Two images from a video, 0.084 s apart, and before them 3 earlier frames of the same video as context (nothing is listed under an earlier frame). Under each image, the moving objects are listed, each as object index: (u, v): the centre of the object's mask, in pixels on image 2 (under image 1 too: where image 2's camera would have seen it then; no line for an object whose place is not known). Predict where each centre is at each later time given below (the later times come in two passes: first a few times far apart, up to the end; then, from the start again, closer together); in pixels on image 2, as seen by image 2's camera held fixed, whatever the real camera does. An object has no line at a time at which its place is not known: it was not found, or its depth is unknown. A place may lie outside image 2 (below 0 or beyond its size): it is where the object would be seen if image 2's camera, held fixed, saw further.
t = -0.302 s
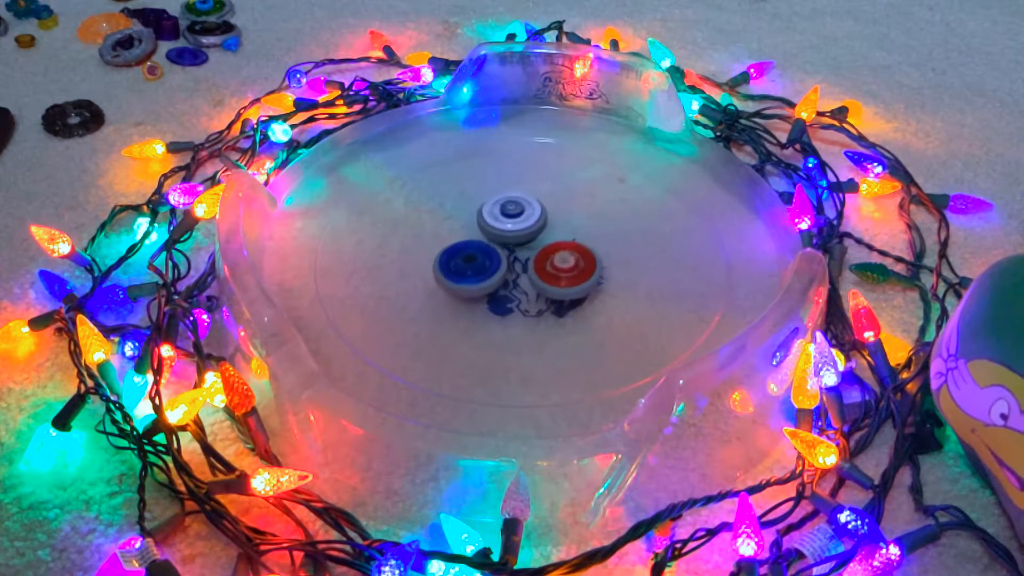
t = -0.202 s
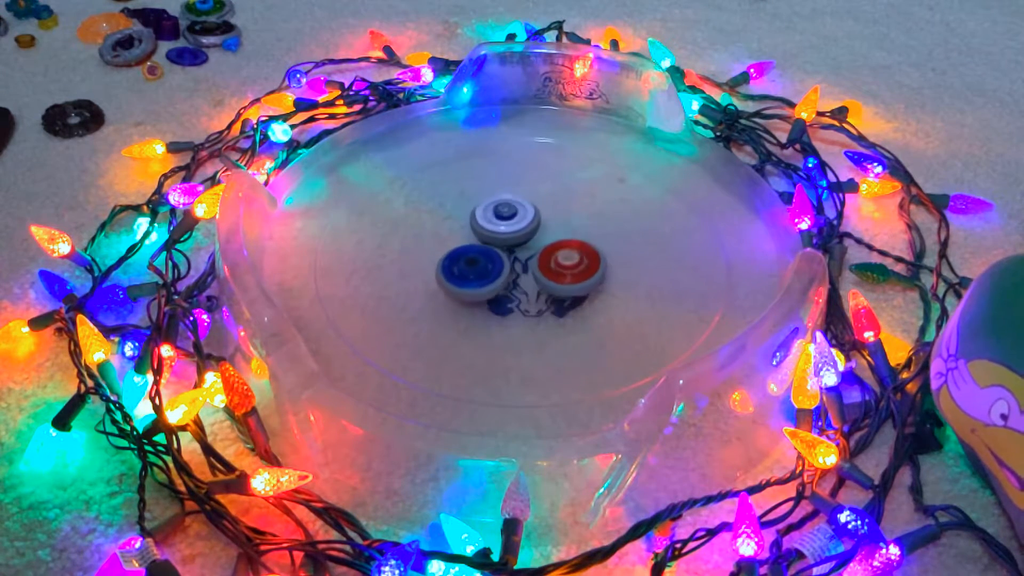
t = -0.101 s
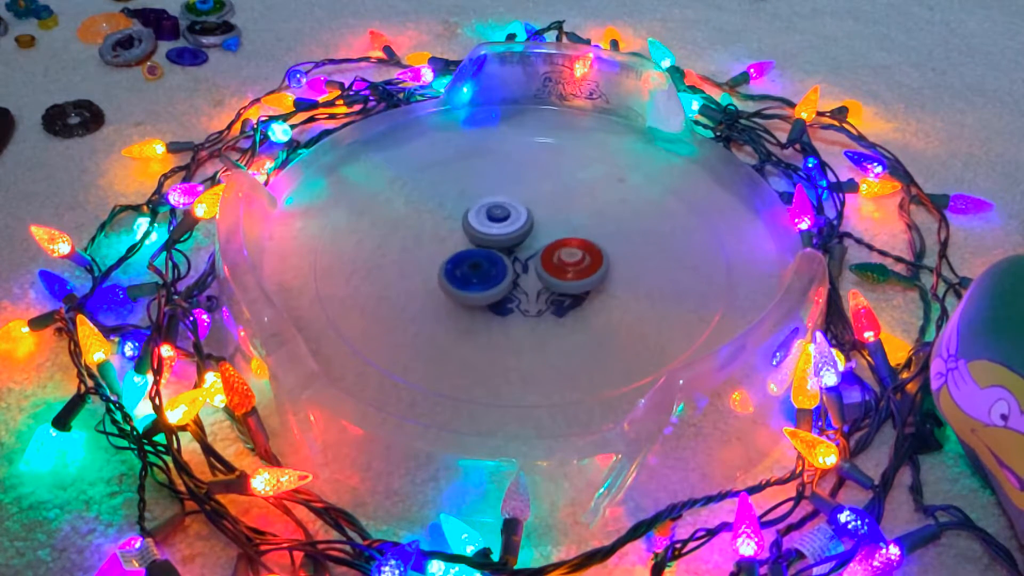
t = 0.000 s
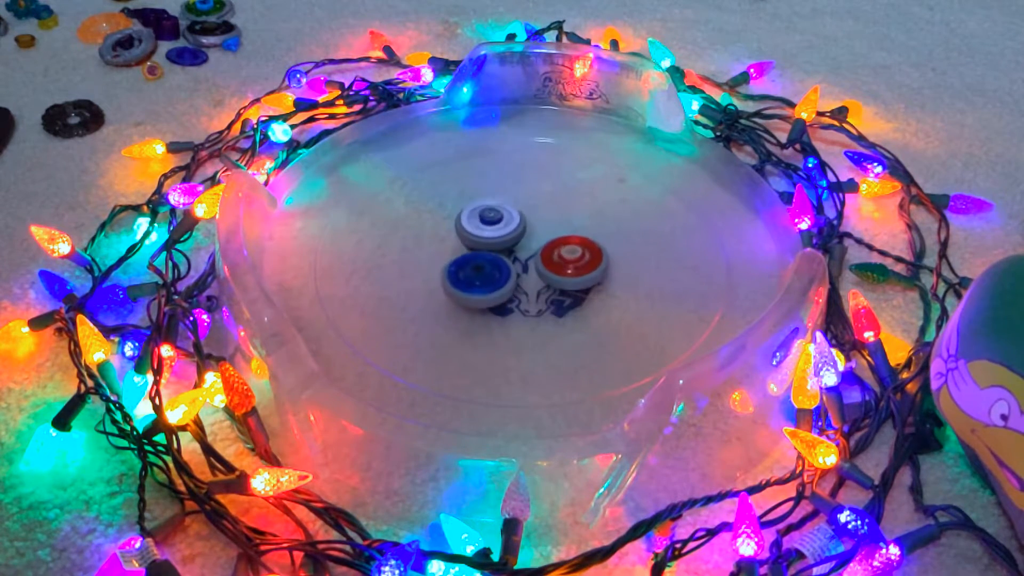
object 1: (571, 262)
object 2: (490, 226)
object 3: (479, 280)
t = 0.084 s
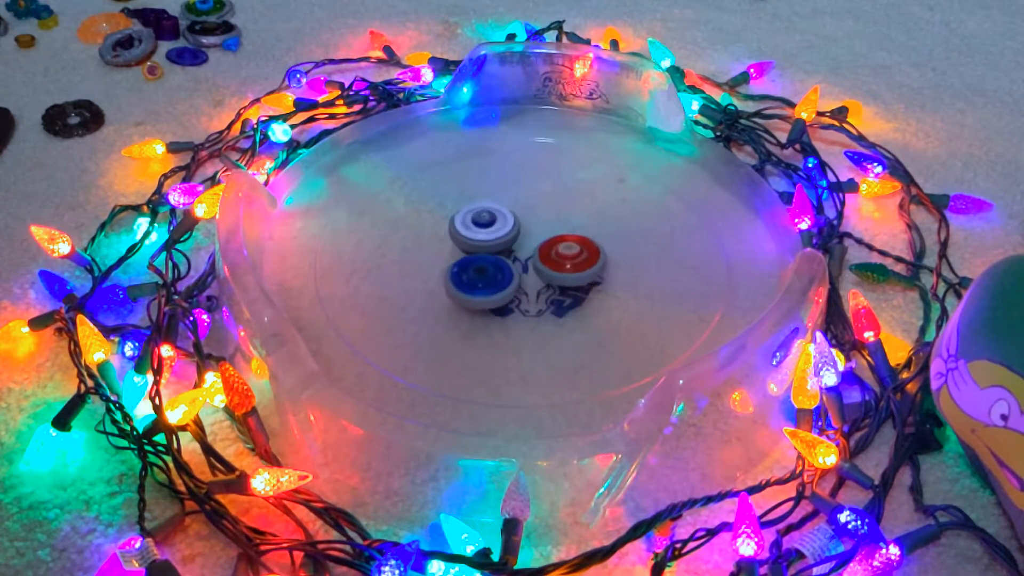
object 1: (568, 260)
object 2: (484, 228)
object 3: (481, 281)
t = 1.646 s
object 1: (527, 238)
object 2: (468, 266)
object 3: (574, 285)
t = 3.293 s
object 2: (533, 286)
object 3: (549, 236)
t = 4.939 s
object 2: (563, 256)
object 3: (492, 227)
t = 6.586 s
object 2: (539, 232)
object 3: (472, 266)
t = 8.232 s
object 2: (511, 225)
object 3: (481, 282)
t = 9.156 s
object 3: (509, 282)
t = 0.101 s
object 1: (568, 260)
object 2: (483, 229)
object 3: (482, 282)
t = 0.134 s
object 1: (566, 259)
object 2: (481, 230)
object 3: (483, 282)
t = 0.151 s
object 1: (566, 258)
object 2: (479, 230)
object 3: (484, 283)
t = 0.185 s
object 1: (564, 258)
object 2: (478, 231)
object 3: (486, 284)
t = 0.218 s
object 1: (562, 257)
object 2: (476, 232)
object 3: (486, 284)
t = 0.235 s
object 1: (561, 256)
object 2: (475, 232)
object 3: (487, 285)
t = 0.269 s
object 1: (559, 256)
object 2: (473, 233)
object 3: (488, 285)
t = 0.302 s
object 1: (558, 255)
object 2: (471, 235)
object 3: (490, 285)
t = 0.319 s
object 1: (557, 254)
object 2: (471, 235)
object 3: (492, 286)
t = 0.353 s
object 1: (555, 253)
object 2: (469, 236)
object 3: (493, 285)
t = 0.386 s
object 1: (553, 252)
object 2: (468, 237)
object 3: (495, 286)
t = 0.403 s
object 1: (552, 251)
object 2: (467, 237)
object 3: (496, 285)
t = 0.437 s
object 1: (550, 250)
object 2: (466, 238)
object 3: (498, 286)
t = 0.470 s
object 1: (549, 249)
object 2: (465, 239)
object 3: (500, 286)
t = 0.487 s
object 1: (548, 248)
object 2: (465, 240)
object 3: (501, 286)
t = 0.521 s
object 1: (546, 247)
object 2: (465, 240)
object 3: (504, 288)
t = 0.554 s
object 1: (545, 245)
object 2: (465, 239)
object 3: (508, 290)
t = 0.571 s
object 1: (544, 245)
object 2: (464, 239)
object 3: (509, 291)
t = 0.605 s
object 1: (542, 244)
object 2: (464, 240)
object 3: (512, 291)
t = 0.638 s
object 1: (541, 243)
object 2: (464, 240)
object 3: (515, 293)
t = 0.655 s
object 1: (540, 242)
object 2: (464, 240)
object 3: (515, 293)
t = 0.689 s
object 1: (539, 241)
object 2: (464, 240)
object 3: (518, 294)
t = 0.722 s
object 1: (538, 240)
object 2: (465, 241)
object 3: (519, 294)
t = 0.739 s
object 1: (538, 240)
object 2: (465, 240)
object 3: (520, 294)
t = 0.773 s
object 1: (539, 239)
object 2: (464, 241)
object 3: (521, 295)
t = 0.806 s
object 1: (542, 238)
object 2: (462, 240)
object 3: (523, 295)
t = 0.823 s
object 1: (542, 238)
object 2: (462, 240)
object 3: (524, 295)
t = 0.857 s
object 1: (542, 237)
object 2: (462, 241)
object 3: (525, 295)
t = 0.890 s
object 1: (543, 236)
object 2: (462, 242)
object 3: (527, 295)
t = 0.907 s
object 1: (543, 236)
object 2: (463, 242)
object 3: (528, 296)
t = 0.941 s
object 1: (544, 234)
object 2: (463, 244)
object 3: (528, 296)
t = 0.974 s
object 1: (544, 234)
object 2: (463, 244)
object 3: (530, 295)
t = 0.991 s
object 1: (545, 233)
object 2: (464, 245)
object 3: (530, 295)
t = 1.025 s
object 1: (545, 233)
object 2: (465, 246)
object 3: (531, 295)
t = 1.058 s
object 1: (546, 232)
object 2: (466, 247)
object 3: (532, 294)
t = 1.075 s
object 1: (546, 233)
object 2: (467, 248)
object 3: (533, 294)
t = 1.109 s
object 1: (546, 233)
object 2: (468, 249)
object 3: (534, 293)
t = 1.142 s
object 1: (546, 233)
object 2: (469, 251)
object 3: (535, 292)
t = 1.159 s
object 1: (546, 233)
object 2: (470, 251)
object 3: (535, 292)
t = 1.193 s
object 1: (546, 234)
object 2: (472, 253)
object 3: (536, 291)
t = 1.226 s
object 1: (545, 235)
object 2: (474, 255)
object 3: (537, 290)
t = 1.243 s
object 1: (545, 235)
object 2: (474, 256)
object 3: (538, 289)
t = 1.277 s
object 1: (545, 235)
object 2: (475, 257)
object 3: (538, 288)
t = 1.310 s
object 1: (543, 236)
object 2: (476, 259)
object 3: (541, 288)
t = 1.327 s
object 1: (543, 236)
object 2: (474, 257)
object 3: (546, 289)
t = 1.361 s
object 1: (541, 237)
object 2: (473, 256)
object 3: (551, 289)
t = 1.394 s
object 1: (540, 238)
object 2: (474, 258)
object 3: (556, 287)
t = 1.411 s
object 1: (540, 238)
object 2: (471, 259)
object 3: (557, 286)
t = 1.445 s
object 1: (538, 239)
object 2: (470, 259)
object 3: (560, 286)
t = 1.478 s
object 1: (536, 238)
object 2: (470, 261)
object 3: (565, 287)
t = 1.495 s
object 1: (535, 238)
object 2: (469, 262)
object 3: (566, 287)
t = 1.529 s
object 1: (534, 238)
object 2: (469, 262)
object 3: (568, 287)
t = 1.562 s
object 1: (532, 238)
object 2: (468, 264)
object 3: (569, 286)
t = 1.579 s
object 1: (530, 238)
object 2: (468, 265)
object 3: (571, 286)
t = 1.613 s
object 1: (528, 238)
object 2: (468, 266)
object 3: (573, 286)
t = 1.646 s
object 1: (527, 238)
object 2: (468, 266)
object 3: (574, 285)
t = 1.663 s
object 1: (525, 238)
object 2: (468, 267)
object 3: (574, 285)
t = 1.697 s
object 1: (524, 238)
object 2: (468, 268)
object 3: (575, 285)
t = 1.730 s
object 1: (522, 237)
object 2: (469, 268)
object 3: (575, 284)
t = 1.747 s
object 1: (522, 237)
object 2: (469, 268)
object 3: (575, 284)
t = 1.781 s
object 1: (521, 237)
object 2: (469, 269)
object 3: (575, 282)
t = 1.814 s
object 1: (521, 236)
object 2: (466, 270)
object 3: (574, 283)
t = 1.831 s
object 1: (521, 236)
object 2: (467, 270)
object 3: (574, 283)
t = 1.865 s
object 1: (520, 235)
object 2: (469, 271)
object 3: (573, 282)
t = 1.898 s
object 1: (519, 234)
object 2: (469, 272)
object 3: (573, 279)
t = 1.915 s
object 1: (519, 234)
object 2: (469, 272)
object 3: (573, 279)
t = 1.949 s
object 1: (518, 233)
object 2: (470, 273)
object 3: (572, 277)
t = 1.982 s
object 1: (517, 233)
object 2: (471, 275)
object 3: (571, 279)
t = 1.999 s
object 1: (517, 232)
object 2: (471, 274)
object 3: (571, 275)
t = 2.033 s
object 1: (516, 232)
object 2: (473, 275)
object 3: (569, 273)
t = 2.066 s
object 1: (515, 231)
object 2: (474, 276)
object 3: (567, 271)
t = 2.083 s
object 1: (515, 231)
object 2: (475, 276)
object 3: (566, 269)
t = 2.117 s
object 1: (515, 231)
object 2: (477, 277)
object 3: (565, 266)
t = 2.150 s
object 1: (510, 228)
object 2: (479, 277)
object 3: (566, 266)
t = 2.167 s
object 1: (509, 226)
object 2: (479, 277)
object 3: (566, 266)
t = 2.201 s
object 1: (507, 225)
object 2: (481, 278)
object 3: (566, 265)
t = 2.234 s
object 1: (506, 225)
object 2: (484, 278)
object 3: (566, 263)
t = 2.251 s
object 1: (505, 224)
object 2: (485, 278)
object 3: (566, 263)
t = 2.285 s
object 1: (504, 224)
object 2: (487, 279)
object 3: (566, 262)
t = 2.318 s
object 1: (503, 223)
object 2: (489, 279)
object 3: (566, 261)
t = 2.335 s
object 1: (502, 223)
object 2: (490, 279)
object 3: (566, 260)
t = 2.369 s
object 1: (500, 223)
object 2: (493, 279)
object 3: (567, 259)
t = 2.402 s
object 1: (499, 224)
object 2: (495, 280)
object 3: (566, 257)
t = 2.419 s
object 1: (499, 224)
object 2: (497, 280)
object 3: (566, 257)
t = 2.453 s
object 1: (498, 225)
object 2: (499, 281)
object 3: (567, 256)
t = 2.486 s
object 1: (497, 226)
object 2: (502, 282)
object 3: (567, 254)
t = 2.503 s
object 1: (497, 226)
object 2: (504, 282)
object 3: (567, 254)
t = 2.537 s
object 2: (507, 282)
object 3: (567, 252)
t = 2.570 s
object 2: (508, 283)
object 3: (567, 252)
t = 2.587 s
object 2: (508, 283)
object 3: (567, 251)
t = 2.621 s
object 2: (510, 283)
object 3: (567, 250)
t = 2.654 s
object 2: (512, 284)
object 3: (567, 249)
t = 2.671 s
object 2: (512, 285)
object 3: (567, 249)
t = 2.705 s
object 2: (514, 285)
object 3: (567, 247)
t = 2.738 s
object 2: (515, 285)
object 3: (567, 247)
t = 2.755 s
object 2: (516, 285)
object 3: (567, 246)
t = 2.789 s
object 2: (517, 286)
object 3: (567, 245)
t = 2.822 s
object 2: (519, 286)
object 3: (567, 244)
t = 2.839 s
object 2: (519, 286)
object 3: (566, 244)
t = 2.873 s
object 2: (520, 287)
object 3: (565, 243)
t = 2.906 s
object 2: (522, 287)
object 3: (565, 242)
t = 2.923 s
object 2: (522, 287)
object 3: (565, 242)
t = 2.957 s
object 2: (522, 287)
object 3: (563, 241)
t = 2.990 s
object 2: (523, 288)
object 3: (562, 241)
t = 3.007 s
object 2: (524, 288)
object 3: (561, 240)
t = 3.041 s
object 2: (525, 288)
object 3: (560, 240)
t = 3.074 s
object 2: (527, 288)
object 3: (558, 240)
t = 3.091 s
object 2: (527, 288)
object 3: (558, 240)
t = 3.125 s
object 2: (528, 288)
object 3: (556, 239)
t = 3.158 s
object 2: (529, 288)
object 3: (555, 239)
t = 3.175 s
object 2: (530, 288)
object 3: (554, 239)
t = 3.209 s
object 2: (531, 288)
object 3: (553, 238)
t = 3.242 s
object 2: (531, 287)
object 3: (550, 237)
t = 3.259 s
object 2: (532, 287)
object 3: (549, 237)
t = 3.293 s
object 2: (533, 286)
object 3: (549, 236)
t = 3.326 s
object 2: (533, 285)
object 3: (548, 236)
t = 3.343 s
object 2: (534, 285)
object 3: (547, 235)
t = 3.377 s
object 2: (536, 286)
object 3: (550, 234)
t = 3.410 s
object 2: (535, 285)
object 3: (549, 233)
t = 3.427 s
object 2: (536, 284)
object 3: (549, 233)
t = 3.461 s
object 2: (538, 283)
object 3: (548, 232)
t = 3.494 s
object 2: (540, 282)
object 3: (547, 231)
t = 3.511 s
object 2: (540, 282)
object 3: (547, 231)
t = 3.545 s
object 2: (542, 281)
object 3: (546, 230)
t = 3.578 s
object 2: (543, 280)
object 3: (546, 229)
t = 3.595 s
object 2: (544, 280)
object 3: (545, 229)
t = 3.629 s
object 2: (544, 280)
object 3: (545, 228)
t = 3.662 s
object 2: (544, 279)
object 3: (545, 227)
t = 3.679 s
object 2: (545, 279)
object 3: (545, 227)
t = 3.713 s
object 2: (547, 278)
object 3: (543, 226)
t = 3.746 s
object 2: (547, 278)
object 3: (542, 226)
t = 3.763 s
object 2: (547, 278)
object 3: (542, 226)
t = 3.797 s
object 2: (549, 276)
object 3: (541, 226)
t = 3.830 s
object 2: (549, 276)
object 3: (540, 225)
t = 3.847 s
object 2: (550, 275)
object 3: (538, 225)
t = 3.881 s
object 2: (550, 274)
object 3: (537, 225)
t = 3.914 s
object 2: (549, 275)
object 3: (537, 225)
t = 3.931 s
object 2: (549, 274)
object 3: (537, 224)
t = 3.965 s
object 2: (550, 273)
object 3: (538, 224)
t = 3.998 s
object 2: (551, 273)
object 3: (538, 223)
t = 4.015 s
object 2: (556, 275)
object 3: (537, 224)
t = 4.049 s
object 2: (560, 277)
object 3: (536, 226)
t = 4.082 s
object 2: (560, 276)
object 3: (536, 226)
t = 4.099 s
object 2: (560, 275)
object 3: (535, 226)
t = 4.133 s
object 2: (562, 275)
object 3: (535, 225)
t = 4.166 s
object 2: (562, 275)
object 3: (534, 225)
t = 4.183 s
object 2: (562, 274)
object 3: (534, 225)
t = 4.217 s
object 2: (563, 274)
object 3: (534, 226)
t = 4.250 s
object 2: (563, 273)
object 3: (532, 226)
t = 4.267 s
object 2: (563, 273)
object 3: (531, 226)
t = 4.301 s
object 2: (562, 272)
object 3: (530, 227)
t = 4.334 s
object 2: (562, 272)
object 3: (529, 227)
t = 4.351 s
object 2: (562, 271)
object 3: (528, 227)
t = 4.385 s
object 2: (561, 271)
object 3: (526, 228)
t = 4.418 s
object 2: (561, 271)
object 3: (524, 227)
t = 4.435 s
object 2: (561, 272)
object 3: (522, 226)
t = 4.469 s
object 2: (558, 272)
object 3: (518, 226)
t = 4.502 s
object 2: (558, 270)
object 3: (515, 226)
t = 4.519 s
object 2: (558, 270)
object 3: (513, 226)
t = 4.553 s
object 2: (557, 270)
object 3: (510, 227)
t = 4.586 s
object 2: (556, 269)
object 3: (506, 226)
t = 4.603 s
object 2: (555, 268)
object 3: (505, 226)
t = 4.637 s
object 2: (555, 267)
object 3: (503, 225)
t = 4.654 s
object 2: (555, 267)
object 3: (501, 225)
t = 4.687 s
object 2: (554, 266)
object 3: (499, 225)
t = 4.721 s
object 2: (554, 264)
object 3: (498, 225)
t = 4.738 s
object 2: (557, 264)
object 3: (498, 225)
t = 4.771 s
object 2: (560, 263)
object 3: (496, 225)
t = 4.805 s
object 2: (560, 261)
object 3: (494, 225)
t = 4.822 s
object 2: (560, 260)
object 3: (494, 225)
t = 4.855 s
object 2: (562, 258)
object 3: (493, 225)
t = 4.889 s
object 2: (563, 258)
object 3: (492, 226)
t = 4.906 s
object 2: (563, 258)
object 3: (492, 226)
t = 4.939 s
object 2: (563, 256)
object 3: (492, 227)
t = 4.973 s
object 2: (565, 255)
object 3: (491, 227)
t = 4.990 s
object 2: (566, 254)
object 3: (491, 228)
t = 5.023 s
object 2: (566, 254)
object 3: (491, 228)
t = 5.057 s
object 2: (566, 252)
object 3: (490, 229)
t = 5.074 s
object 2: (567, 252)
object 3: (490, 229)
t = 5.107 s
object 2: (567, 252)
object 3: (489, 230)
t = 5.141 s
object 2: (567, 252)
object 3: (490, 229)
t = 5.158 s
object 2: (567, 251)
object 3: (492, 229)
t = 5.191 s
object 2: (567, 250)
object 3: (493, 230)
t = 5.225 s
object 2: (567, 251)
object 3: (492, 231)
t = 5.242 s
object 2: (566, 251)
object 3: (492, 232)
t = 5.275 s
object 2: (566, 250)
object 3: (492, 232)
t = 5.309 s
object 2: (565, 250)
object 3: (491, 233)
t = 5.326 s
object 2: (564, 249)
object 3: (491, 234)
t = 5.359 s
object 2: (562, 249)
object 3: (490, 235)
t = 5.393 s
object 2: (566, 250)
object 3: (486, 235)
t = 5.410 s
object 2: (569, 251)
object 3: (482, 236)
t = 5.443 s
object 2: (571, 253)
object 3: (478, 237)
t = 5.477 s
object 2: (570, 253)
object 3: (475, 238)
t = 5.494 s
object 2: (568, 252)
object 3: (474, 238)
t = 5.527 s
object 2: (568, 251)
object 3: (472, 240)
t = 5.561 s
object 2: (569, 252)
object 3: (470, 241)
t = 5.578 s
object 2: (568, 252)
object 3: (468, 241)
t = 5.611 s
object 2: (565, 251)
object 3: (468, 242)
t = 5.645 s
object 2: (565, 250)
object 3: (467, 242)
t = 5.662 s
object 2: (565, 250)
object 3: (467, 243)
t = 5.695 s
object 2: (563, 250)
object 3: (466, 243)
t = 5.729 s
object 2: (561, 249)
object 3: (466, 244)
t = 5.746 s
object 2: (559, 249)
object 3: (465, 244)
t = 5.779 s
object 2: (558, 248)
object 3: (465, 245)
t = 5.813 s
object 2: (557, 248)
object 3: (464, 245)
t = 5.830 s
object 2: (555, 247)
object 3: (464, 246)
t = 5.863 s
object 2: (554, 246)
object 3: (464, 247)
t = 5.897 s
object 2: (552, 244)
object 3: (465, 248)
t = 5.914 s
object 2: (552, 244)
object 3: (464, 248)
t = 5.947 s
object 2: (550, 242)
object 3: (465, 249)
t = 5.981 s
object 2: (548, 241)
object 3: (466, 250)
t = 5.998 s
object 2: (548, 240)
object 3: (466, 250)
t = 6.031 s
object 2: (547, 239)
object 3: (466, 252)
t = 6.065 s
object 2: (546, 238)
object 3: (466, 253)
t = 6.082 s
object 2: (546, 237)
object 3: (467, 253)
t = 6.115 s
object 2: (545, 236)
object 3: (468, 254)
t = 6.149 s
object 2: (545, 234)
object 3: (468, 255)
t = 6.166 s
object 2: (545, 234)
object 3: (468, 255)
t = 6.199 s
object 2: (545, 233)
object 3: (469, 256)
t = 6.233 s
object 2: (545, 232)
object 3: (469, 257)
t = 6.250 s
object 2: (544, 232)
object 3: (470, 257)
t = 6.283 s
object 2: (545, 232)
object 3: (470, 258)
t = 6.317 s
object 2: (544, 232)
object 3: (470, 259)
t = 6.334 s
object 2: (544, 231)
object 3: (470, 259)
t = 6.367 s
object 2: (544, 231)
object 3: (470, 260)
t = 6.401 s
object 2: (544, 231)
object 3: (471, 261)
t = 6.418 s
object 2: (544, 231)
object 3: (471, 262)
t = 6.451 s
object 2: (543, 232)
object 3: (471, 263)
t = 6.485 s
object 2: (543, 232)
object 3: (471, 263)
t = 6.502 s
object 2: (542, 232)
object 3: (471, 264)
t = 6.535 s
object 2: (541, 232)
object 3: (471, 264)
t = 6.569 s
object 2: (540, 233)
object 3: (472, 266)
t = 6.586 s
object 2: (539, 232)
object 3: (472, 266)
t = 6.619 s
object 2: (537, 233)
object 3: (473, 267)
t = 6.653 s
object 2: (535, 233)
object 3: (473, 268)
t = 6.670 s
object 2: (534, 233)
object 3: (473, 268)
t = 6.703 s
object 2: (532, 233)
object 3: (474, 269)
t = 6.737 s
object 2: (530, 233)
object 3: (474, 269)
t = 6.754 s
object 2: (529, 233)
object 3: (475, 270)
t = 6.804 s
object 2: (526, 232)
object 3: (476, 271)
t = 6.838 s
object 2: (523, 232)
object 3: (477, 272)
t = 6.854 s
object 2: (523, 232)
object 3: (477, 272)
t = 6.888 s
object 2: (521, 232)
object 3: (478, 272)
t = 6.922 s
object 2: (518, 231)
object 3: (478, 272)
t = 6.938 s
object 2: (517, 231)
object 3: (478, 272)
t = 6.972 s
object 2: (516, 230)
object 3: (478, 273)
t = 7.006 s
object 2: (515, 230)
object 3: (478, 272)
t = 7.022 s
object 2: (514, 229)
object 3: (478, 272)
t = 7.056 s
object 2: (514, 228)
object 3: (478, 273)
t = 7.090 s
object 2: (513, 229)
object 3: (477, 273)
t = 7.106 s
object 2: (513, 228)
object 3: (476, 273)
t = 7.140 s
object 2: (512, 228)
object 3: (479, 273)
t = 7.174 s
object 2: (512, 227)
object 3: (480, 274)
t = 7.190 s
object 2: (513, 227)
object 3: (480, 273)
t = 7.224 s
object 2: (513, 227)
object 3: (480, 274)
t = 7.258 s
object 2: (513, 227)
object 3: (481, 273)
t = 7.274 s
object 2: (513, 227)
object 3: (482, 274)
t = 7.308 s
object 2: (513, 227)
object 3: (483, 275)
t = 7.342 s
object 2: (514, 228)
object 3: (483, 275)
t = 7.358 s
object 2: (514, 228)
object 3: (483, 275)
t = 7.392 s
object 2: (514, 228)
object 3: (484, 275)
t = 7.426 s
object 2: (515, 228)
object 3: (485, 277)
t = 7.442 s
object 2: (517, 230)
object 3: (484, 279)
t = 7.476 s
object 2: (518, 230)
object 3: (486, 279)
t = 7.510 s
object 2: (516, 230)
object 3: (489, 281)
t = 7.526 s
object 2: (516, 230)
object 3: (489, 282)
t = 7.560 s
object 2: (517, 231)
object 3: (489, 283)
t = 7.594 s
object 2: (516, 230)
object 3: (492, 283)
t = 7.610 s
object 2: (516, 230)
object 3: (493, 284)
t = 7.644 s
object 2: (514, 230)
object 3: (493, 285)
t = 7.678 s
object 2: (515, 230)
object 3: (493, 285)
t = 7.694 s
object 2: (514, 229)
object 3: (493, 285)
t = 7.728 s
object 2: (513, 230)
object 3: (495, 285)
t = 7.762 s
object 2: (511, 230)
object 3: (491, 286)
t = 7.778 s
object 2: (510, 229)
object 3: (489, 285)
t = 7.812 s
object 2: (511, 230)
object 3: (489, 283)
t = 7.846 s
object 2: (510, 231)
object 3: (489, 283)
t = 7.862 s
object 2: (510, 231)
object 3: (490, 283)
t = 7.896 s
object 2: (508, 231)
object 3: (491, 283)
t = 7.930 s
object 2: (508, 230)
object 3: (491, 284)
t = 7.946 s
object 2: (508, 230)
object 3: (491, 284)
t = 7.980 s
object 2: (508, 230)
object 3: (492, 283)
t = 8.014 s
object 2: (507, 230)
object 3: (492, 282)
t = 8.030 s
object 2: (506, 230)
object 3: (494, 281)
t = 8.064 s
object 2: (505, 228)
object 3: (497, 280)
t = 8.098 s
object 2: (505, 228)
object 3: (493, 278)
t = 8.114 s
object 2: (505, 229)
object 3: (491, 278)
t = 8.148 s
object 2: (506, 228)
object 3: (489, 277)
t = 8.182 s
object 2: (506, 228)
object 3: (487, 277)
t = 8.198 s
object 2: (508, 227)
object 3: (485, 280)
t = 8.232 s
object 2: (511, 225)
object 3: (481, 282)
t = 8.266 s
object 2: (512, 225)
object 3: (480, 283)
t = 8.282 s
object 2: (512, 224)
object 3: (480, 284)
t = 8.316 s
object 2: (511, 222)
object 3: (480, 285)
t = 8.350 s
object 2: (513, 220)
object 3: (480, 285)
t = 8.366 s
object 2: (515, 221)
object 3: (480, 285)
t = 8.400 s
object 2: (516, 223)
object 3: (481, 284)
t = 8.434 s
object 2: (516, 226)
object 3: (483, 285)
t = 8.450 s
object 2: (517, 227)
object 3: (484, 285)
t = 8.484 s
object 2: (519, 228)
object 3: (484, 286)
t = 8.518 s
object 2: (518, 231)
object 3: (485, 285)
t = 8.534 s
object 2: (519, 232)
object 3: (485, 285)
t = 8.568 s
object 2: (518, 233)
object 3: (489, 283)
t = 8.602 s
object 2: (518, 235)
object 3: (493, 283)
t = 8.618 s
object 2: (519, 236)
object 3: (493, 283)
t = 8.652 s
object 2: (517, 234)
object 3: (494, 284)
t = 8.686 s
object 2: (517, 235)
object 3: (493, 282)
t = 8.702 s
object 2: (515, 233)
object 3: (491, 283)
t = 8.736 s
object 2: (509, 230)
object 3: (489, 280)
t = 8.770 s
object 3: (491, 278)
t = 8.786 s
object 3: (493, 278)
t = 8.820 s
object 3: (496, 280)
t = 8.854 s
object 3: (496, 282)
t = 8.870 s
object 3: (496, 282)
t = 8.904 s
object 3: (496, 282)
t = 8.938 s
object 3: (497, 281)
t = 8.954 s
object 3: (498, 281)
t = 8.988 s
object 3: (500, 282)
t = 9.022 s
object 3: (500, 282)
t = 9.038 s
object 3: (500, 282)
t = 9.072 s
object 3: (503, 281)
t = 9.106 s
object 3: (507, 282)
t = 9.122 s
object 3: (508, 283)
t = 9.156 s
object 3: (509, 282)
